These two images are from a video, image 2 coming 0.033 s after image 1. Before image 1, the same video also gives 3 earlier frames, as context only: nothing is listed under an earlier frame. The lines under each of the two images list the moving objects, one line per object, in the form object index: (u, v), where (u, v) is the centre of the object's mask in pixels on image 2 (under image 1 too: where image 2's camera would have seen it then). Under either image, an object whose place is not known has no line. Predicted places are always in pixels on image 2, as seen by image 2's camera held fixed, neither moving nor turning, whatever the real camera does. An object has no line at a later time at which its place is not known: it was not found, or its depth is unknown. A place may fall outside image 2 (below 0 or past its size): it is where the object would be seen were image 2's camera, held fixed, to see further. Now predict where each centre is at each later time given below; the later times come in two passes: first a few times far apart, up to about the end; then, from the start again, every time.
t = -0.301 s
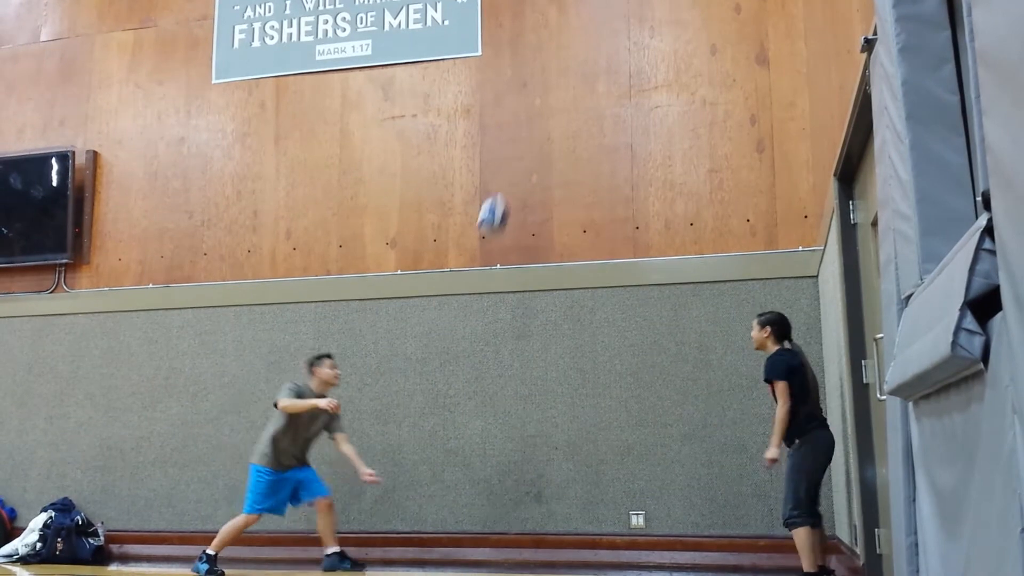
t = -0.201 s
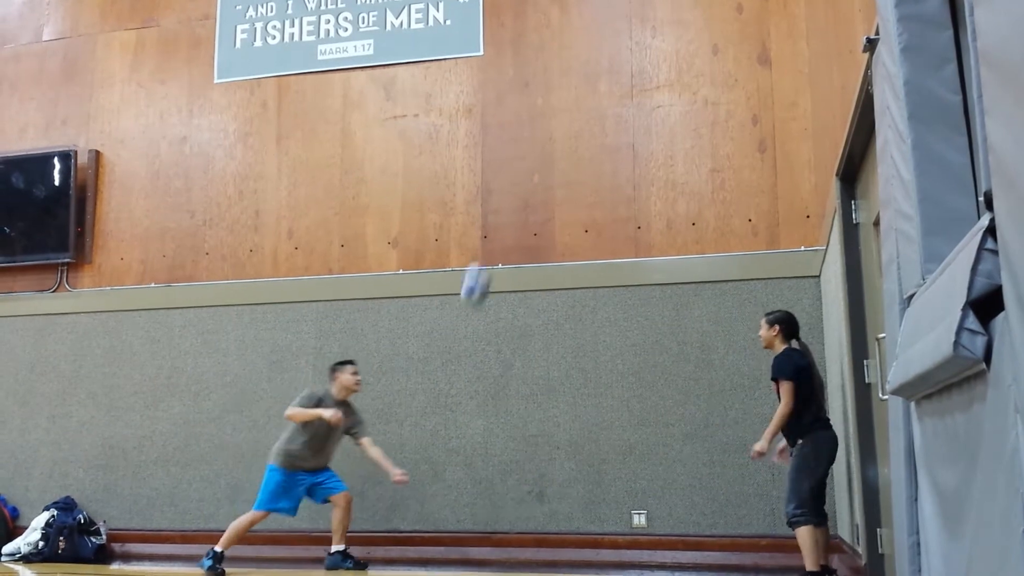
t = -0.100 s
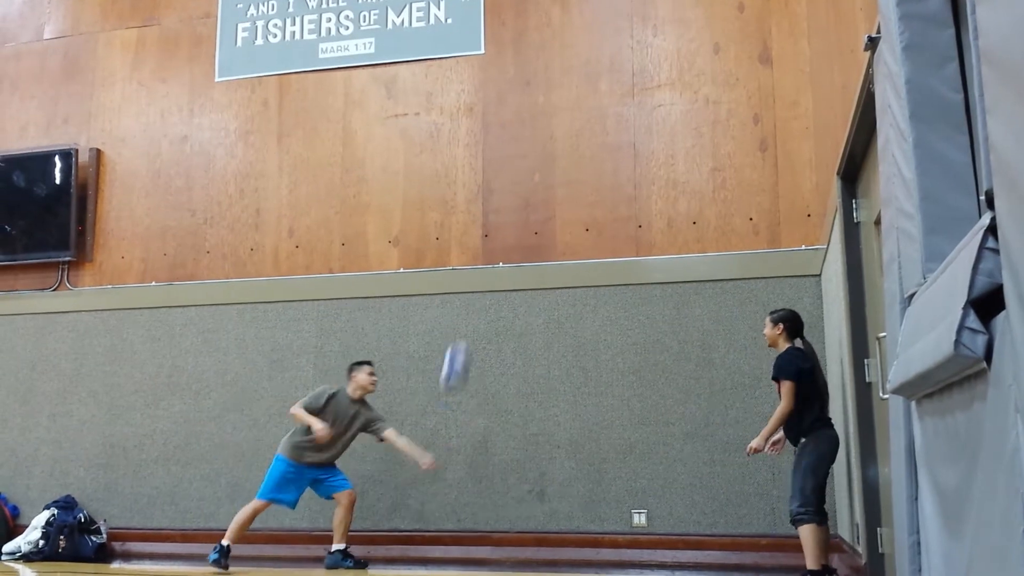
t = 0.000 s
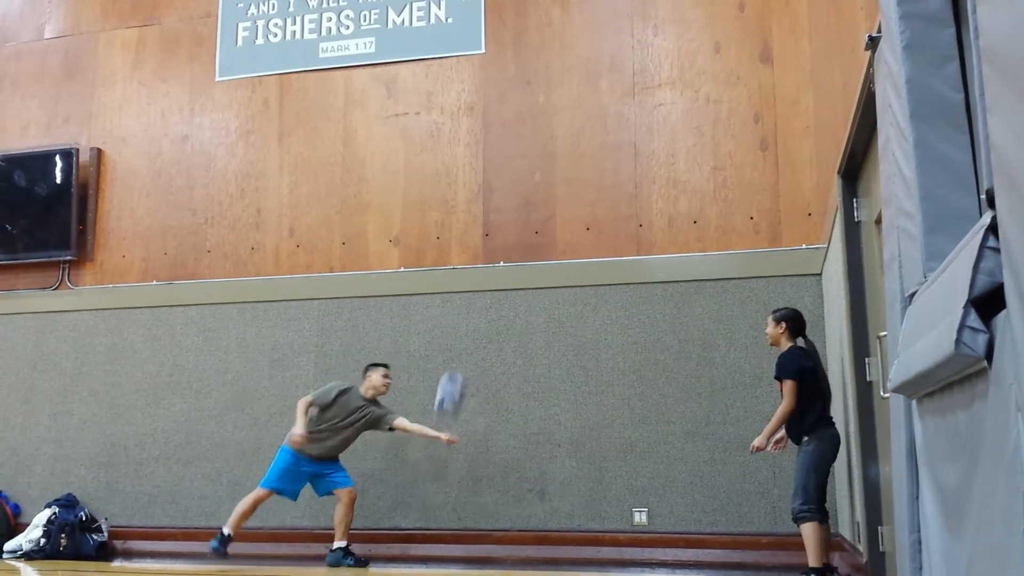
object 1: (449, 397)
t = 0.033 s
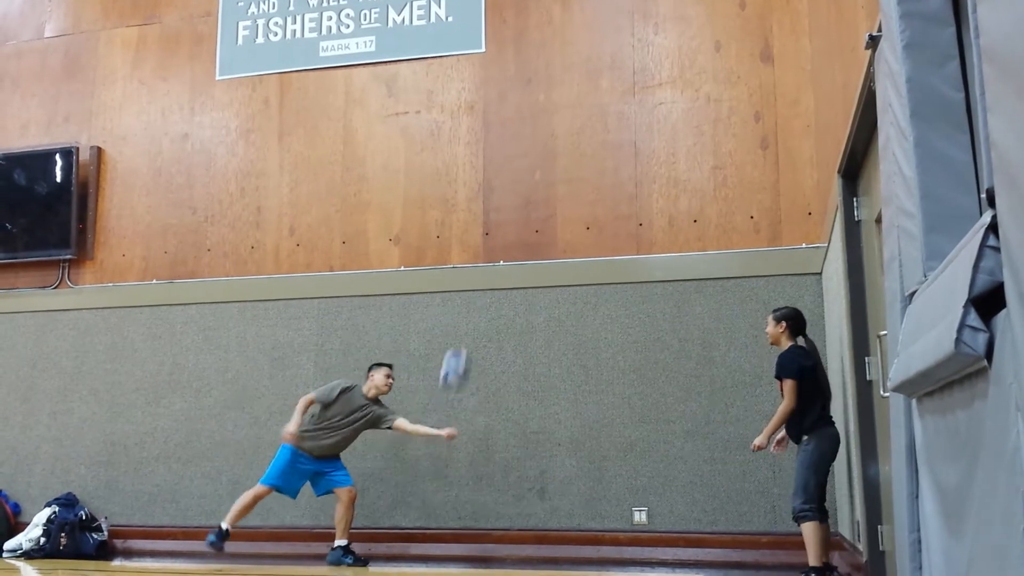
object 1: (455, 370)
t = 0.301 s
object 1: (497, 228)
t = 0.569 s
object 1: (538, 175)
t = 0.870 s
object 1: (587, 228)
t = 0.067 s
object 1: (461, 347)
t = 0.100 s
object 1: (466, 326)
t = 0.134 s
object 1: (472, 306)
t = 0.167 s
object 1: (477, 288)
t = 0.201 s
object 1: (482, 270)
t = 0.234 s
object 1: (487, 254)
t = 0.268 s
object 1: (492, 240)
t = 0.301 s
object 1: (497, 228)
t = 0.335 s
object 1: (502, 215)
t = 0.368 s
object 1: (508, 205)
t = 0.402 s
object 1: (513, 196)
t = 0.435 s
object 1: (518, 189)
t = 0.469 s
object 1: (523, 183)
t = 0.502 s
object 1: (528, 179)
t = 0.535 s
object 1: (533, 176)
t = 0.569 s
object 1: (538, 175)
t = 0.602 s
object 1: (544, 175)
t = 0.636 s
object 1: (549, 176)
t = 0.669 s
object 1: (554, 179)
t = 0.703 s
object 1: (559, 183)
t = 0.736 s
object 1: (564, 188)
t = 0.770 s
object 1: (570, 195)
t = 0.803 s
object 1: (575, 204)
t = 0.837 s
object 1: (581, 215)
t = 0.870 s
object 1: (587, 228)
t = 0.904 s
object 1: (592, 243)
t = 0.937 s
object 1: (598, 259)
